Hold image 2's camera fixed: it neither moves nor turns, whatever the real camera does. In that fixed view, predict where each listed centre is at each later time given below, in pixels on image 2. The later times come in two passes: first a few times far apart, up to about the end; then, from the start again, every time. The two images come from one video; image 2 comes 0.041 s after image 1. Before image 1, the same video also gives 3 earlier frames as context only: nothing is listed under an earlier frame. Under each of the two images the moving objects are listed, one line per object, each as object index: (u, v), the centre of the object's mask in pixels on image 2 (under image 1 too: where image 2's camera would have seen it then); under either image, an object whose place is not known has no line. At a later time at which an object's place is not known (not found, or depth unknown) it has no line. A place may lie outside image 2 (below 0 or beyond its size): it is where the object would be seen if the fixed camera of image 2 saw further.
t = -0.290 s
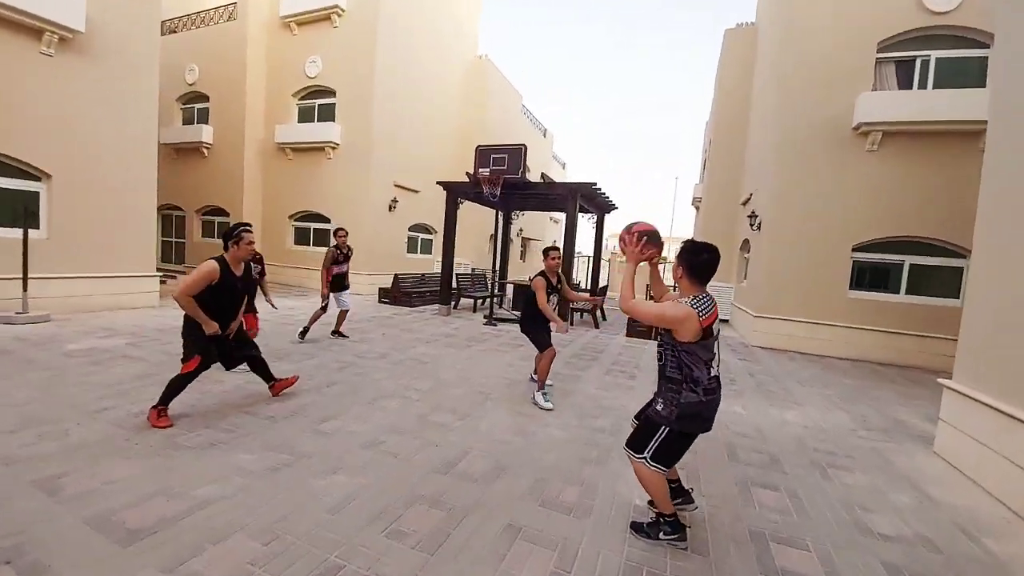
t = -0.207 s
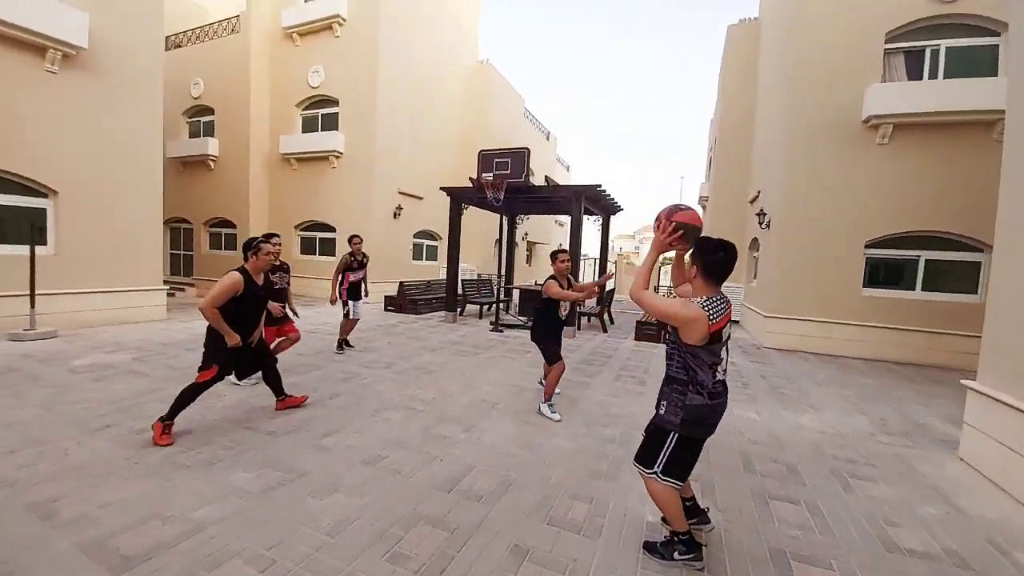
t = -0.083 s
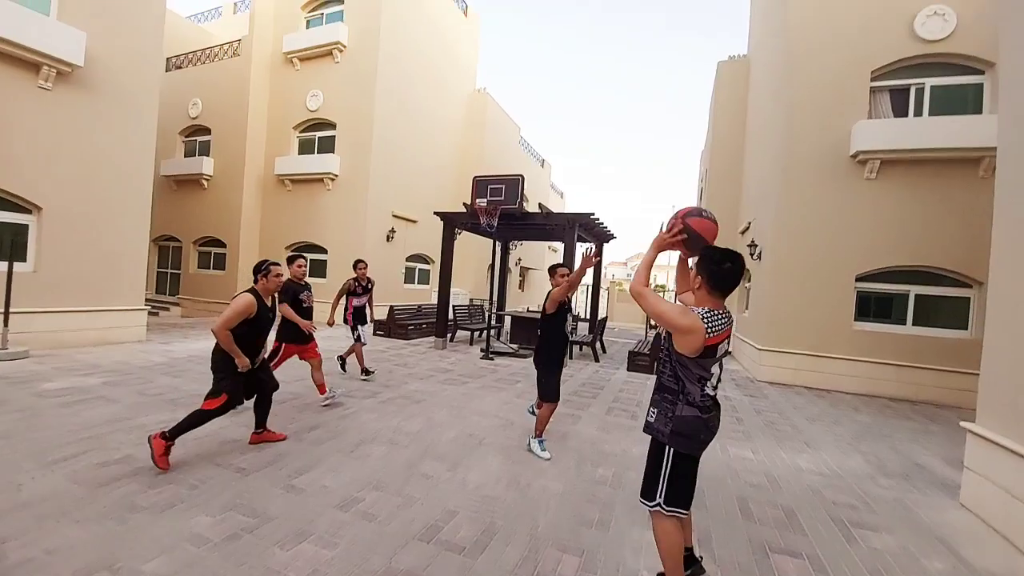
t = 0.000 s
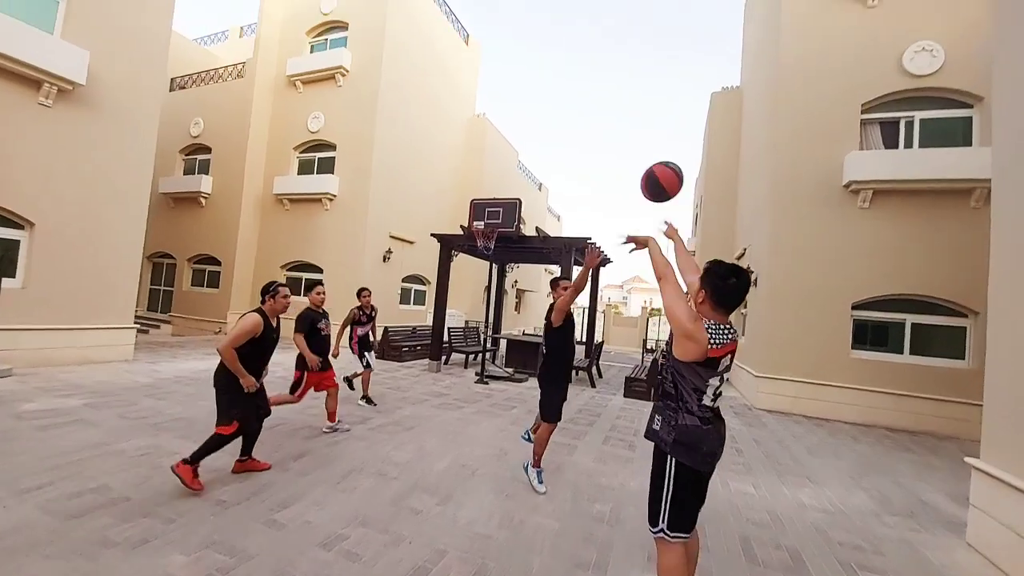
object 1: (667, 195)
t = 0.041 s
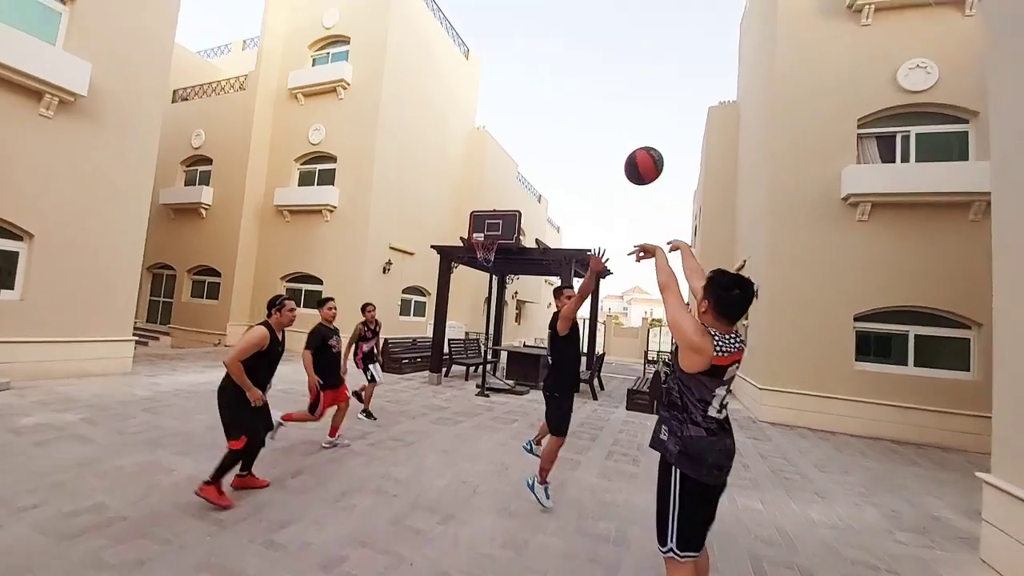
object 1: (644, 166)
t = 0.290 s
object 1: (576, 94)
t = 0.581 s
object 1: (532, 108)
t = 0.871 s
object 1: (502, 166)
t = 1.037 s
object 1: (488, 211)
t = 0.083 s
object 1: (629, 143)
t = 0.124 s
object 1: (615, 127)
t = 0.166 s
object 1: (605, 114)
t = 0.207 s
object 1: (594, 104)
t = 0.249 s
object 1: (585, 99)
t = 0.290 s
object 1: (576, 94)
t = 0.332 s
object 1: (567, 93)
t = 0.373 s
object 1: (561, 92)
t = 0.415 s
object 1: (554, 93)
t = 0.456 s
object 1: (547, 96)
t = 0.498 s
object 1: (542, 99)
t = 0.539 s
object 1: (536, 103)
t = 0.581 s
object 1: (532, 108)
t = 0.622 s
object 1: (527, 115)
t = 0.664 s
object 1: (522, 122)
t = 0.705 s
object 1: (518, 130)
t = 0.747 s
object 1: (514, 138)
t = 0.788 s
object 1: (510, 147)
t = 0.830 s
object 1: (505, 157)
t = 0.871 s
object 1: (502, 166)
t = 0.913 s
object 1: (499, 177)
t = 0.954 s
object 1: (495, 188)
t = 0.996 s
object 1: (491, 200)
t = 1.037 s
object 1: (488, 211)
